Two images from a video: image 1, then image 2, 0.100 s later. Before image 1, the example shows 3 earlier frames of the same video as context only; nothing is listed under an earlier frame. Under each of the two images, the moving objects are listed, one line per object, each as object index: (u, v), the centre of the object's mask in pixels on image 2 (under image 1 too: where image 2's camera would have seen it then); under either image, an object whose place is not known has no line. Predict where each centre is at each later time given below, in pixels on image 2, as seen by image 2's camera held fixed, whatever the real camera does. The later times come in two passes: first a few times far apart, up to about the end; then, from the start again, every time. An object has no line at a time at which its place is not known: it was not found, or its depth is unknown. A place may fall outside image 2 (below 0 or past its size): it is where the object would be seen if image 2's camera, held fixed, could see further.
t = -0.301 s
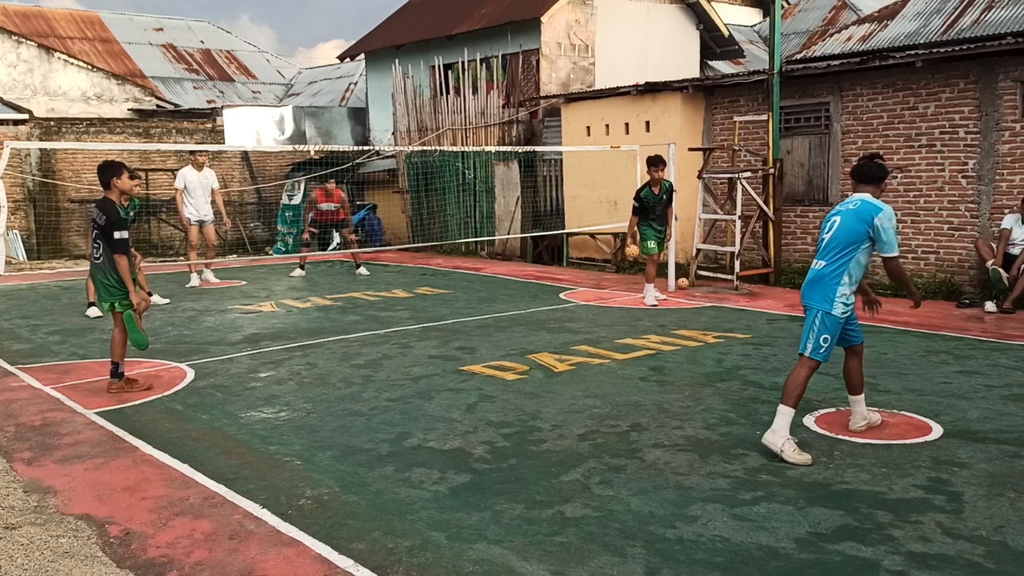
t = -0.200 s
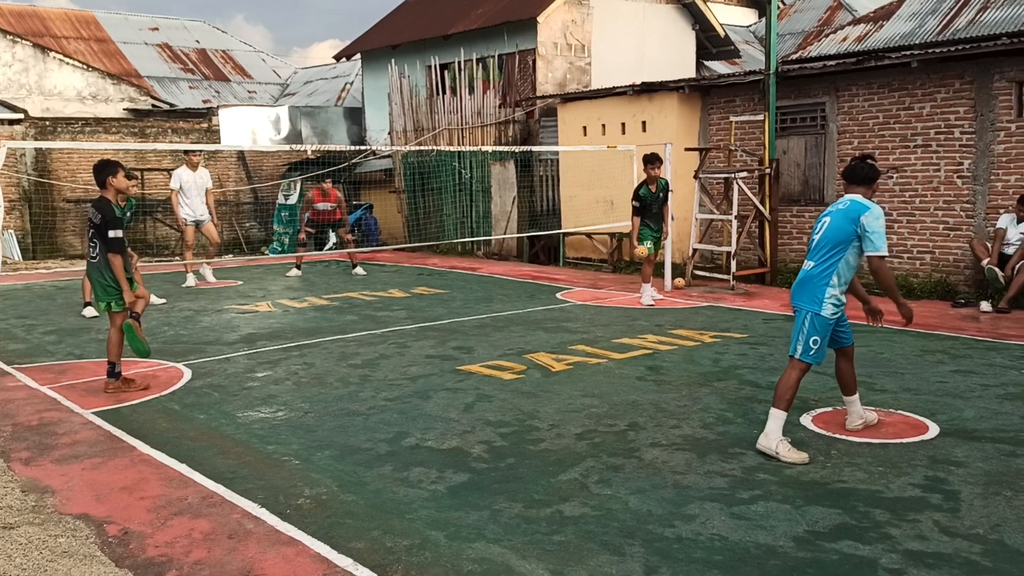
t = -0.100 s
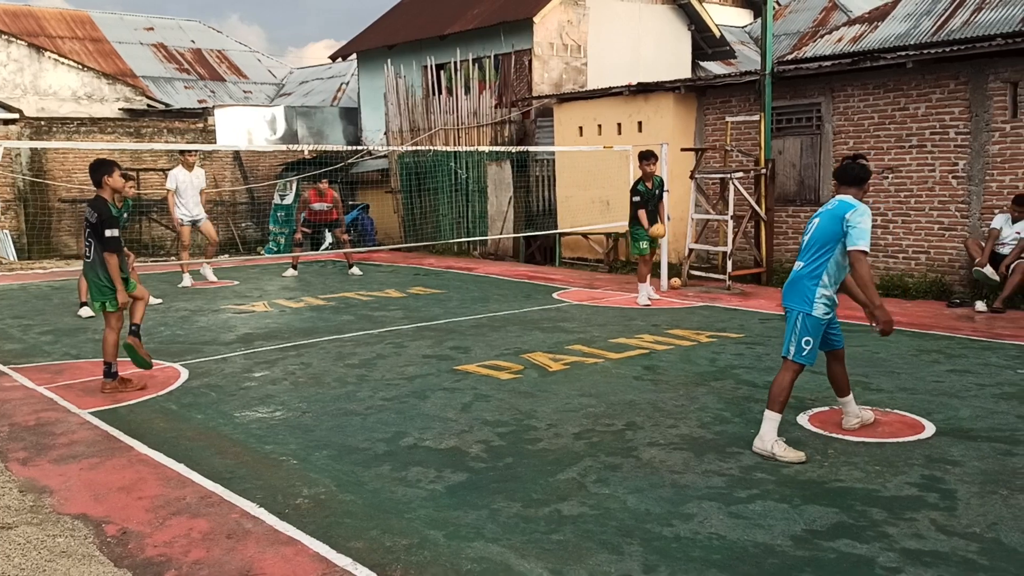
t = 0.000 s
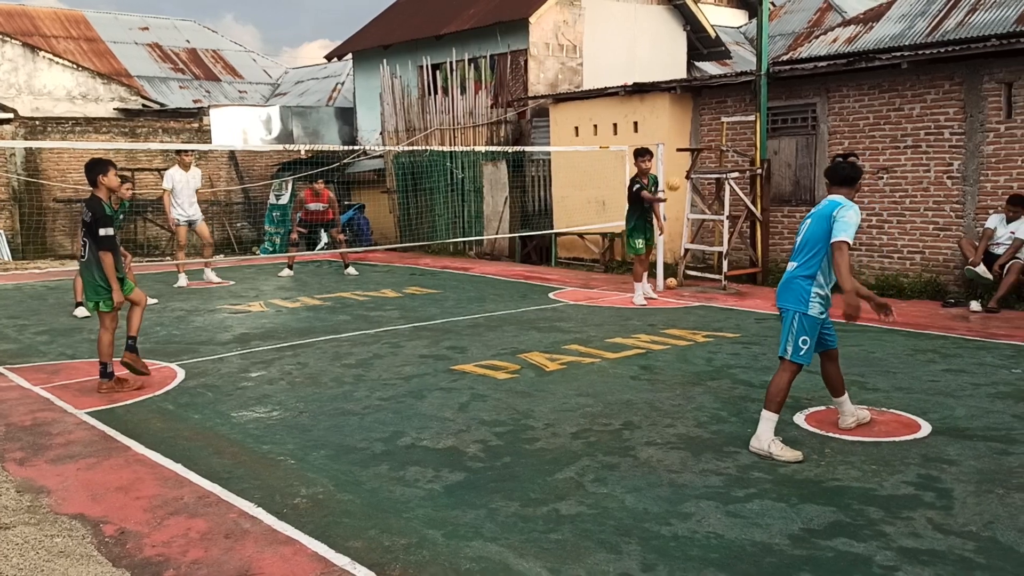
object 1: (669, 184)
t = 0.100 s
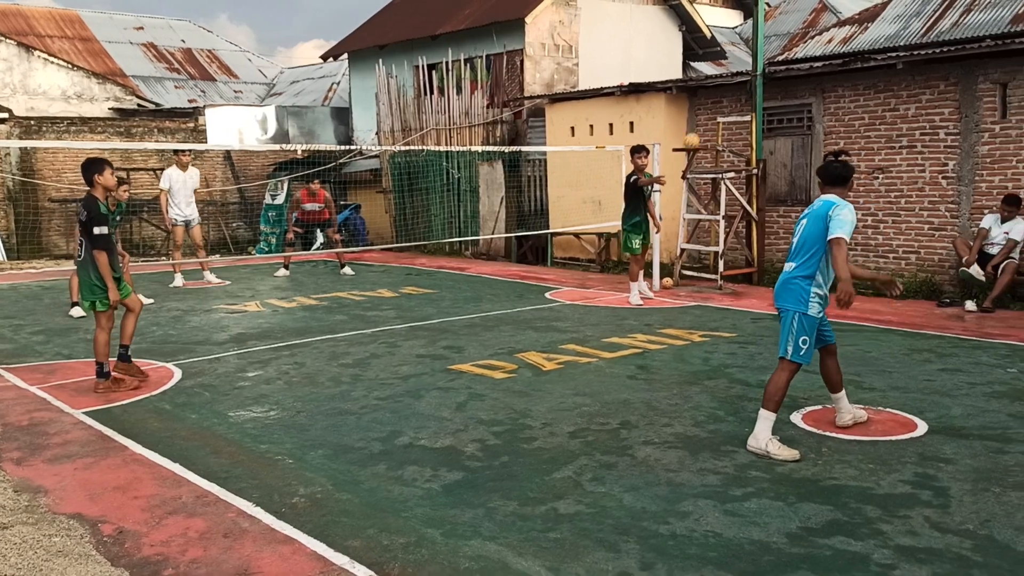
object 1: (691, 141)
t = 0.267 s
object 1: (733, 90)
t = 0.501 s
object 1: (806, 70)
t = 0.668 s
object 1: (873, 108)
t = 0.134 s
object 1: (699, 129)
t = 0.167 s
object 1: (706, 118)
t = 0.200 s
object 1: (715, 107)
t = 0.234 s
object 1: (724, 98)
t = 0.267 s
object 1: (733, 90)
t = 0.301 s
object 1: (742, 83)
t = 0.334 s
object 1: (752, 77)
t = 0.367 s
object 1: (761, 73)
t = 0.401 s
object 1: (772, 70)
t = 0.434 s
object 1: (783, 69)
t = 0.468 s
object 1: (795, 68)
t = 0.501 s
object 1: (806, 70)
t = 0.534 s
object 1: (818, 74)
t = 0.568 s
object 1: (830, 79)
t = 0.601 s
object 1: (842, 86)
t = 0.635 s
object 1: (857, 95)
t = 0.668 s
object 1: (873, 108)
